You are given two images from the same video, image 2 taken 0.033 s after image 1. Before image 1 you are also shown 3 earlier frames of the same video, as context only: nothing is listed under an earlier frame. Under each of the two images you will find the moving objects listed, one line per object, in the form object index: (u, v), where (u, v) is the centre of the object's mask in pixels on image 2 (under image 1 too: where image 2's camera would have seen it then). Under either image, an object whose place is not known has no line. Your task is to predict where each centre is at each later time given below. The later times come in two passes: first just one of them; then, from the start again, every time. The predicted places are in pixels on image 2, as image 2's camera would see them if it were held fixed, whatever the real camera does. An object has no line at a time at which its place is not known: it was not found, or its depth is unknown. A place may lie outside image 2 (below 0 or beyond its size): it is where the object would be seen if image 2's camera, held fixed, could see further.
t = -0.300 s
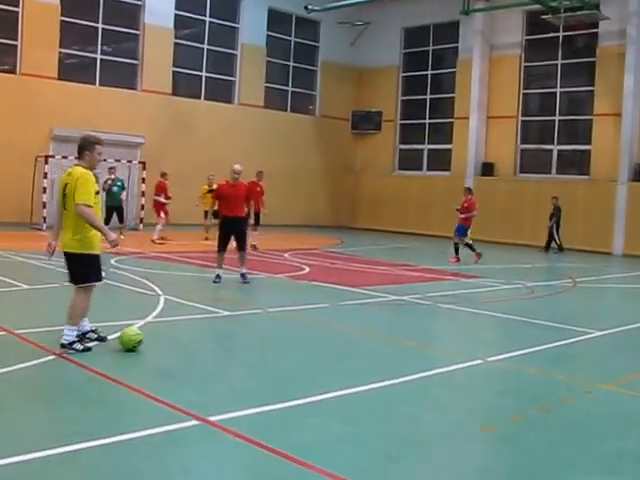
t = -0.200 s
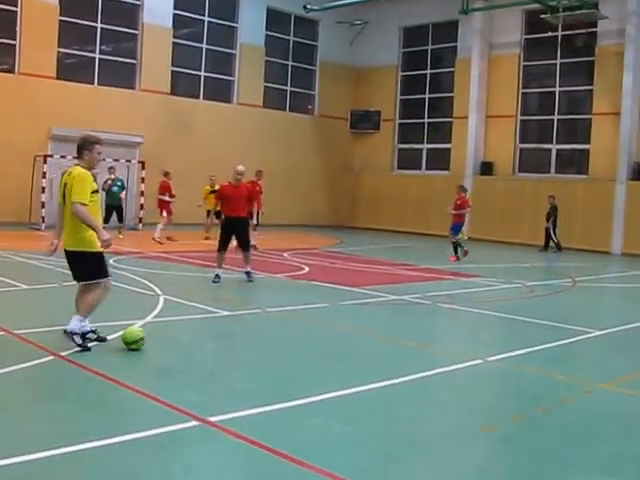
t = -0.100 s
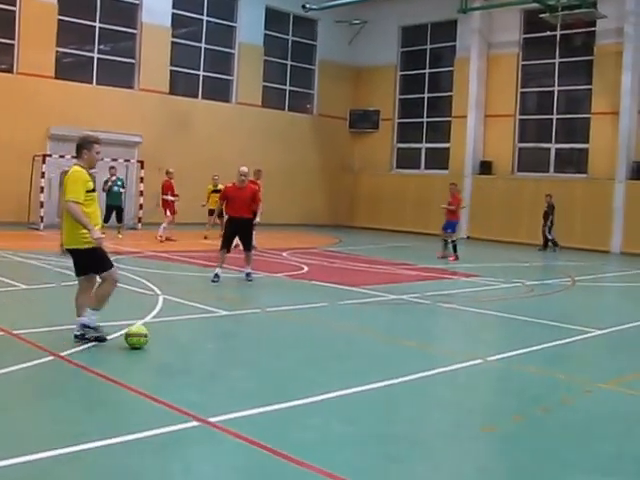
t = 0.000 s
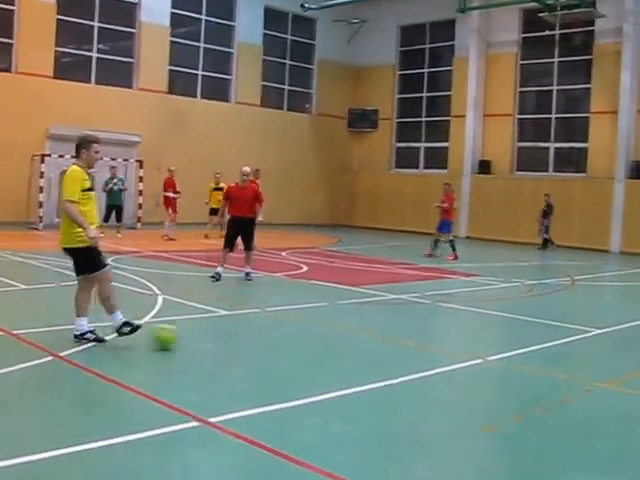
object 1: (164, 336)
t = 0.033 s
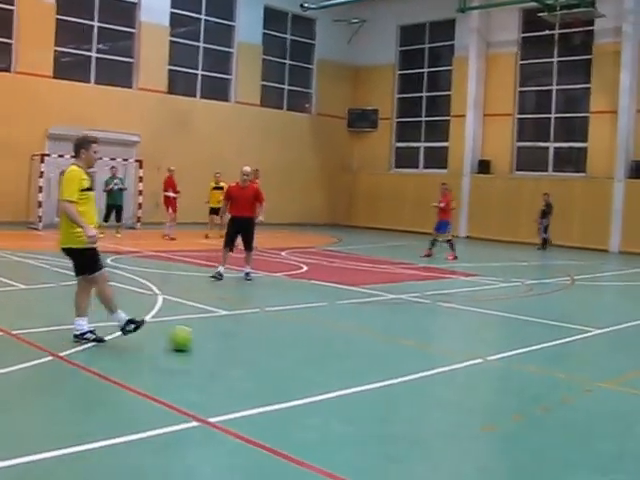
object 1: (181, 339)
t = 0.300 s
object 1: (296, 345)
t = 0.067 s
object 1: (198, 341)
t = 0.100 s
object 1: (214, 341)
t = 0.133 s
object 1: (229, 342)
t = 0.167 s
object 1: (244, 342)
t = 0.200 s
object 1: (258, 343)
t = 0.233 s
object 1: (270, 344)
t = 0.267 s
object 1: (284, 345)
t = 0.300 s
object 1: (296, 345)
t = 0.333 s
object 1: (308, 347)
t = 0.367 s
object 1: (321, 347)
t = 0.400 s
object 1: (331, 347)
